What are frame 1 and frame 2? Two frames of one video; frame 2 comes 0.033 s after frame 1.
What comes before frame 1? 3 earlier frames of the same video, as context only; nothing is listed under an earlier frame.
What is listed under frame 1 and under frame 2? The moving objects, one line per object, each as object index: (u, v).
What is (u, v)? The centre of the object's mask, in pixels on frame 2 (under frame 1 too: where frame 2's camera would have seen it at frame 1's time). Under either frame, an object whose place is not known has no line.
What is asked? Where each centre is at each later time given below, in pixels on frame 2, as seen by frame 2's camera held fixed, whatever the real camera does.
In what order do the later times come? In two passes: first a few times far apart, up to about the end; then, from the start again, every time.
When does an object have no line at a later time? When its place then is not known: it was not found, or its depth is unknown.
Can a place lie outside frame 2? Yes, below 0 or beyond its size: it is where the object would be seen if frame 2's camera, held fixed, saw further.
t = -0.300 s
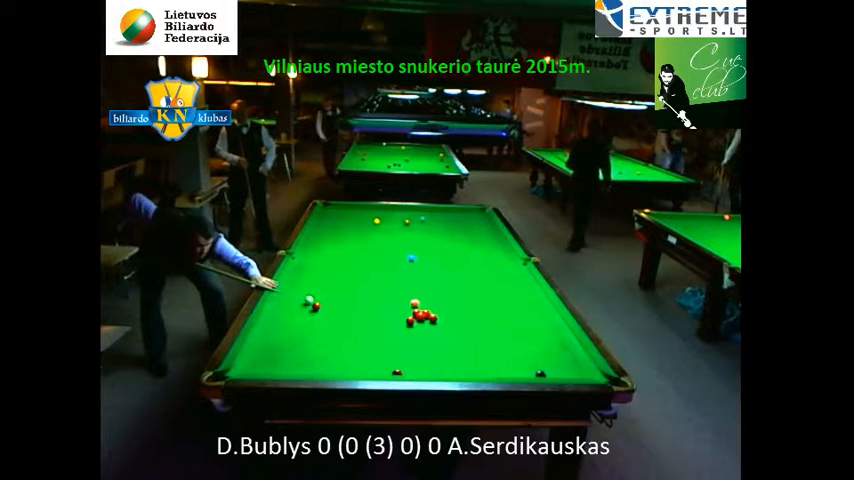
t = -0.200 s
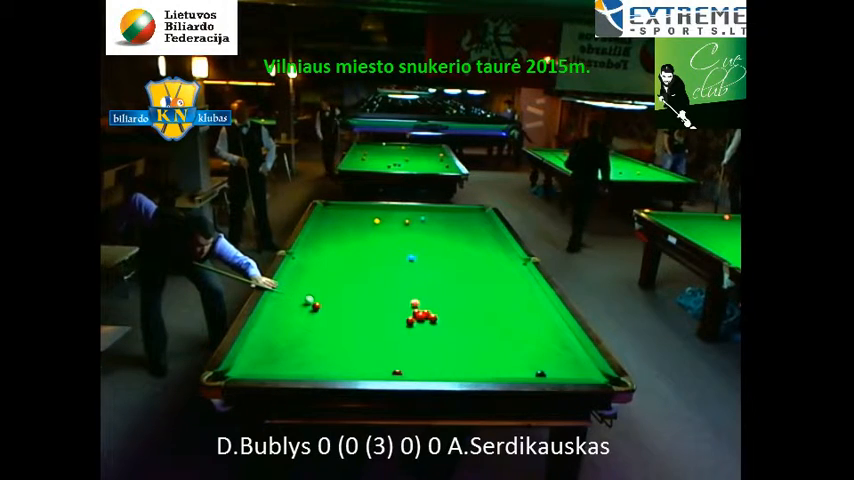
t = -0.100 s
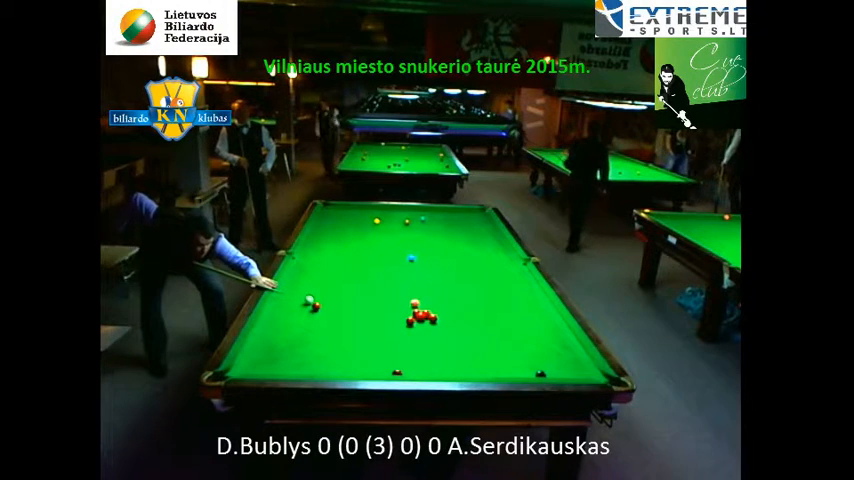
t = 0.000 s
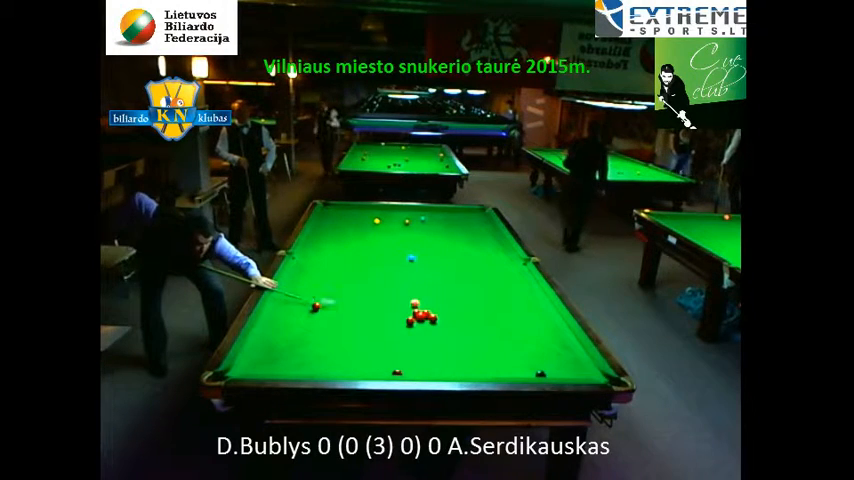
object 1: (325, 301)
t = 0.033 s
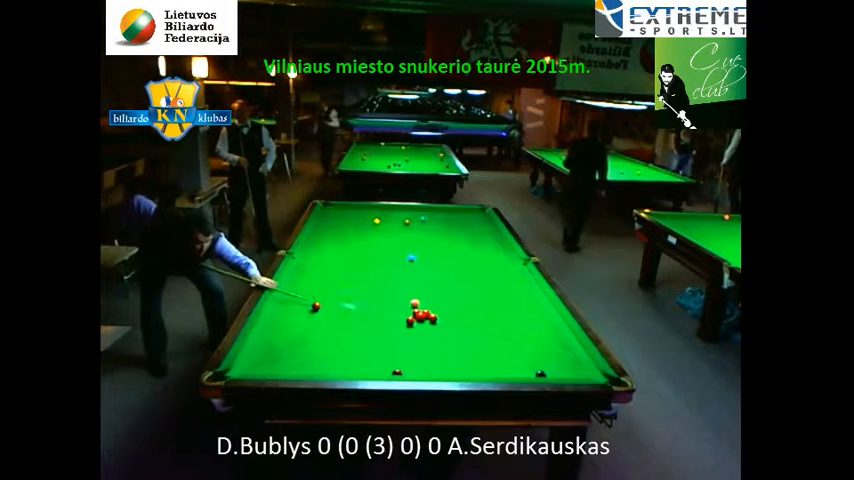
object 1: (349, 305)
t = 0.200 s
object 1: (408, 316)
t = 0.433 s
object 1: (403, 311)
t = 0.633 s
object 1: (397, 307)
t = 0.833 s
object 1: (392, 304)
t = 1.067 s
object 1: (387, 300)
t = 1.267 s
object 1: (383, 297)
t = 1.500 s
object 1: (379, 294)
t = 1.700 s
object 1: (376, 292)
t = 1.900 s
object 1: (374, 290)
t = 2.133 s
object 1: (371, 288)
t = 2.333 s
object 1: (369, 286)
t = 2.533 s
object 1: (368, 285)
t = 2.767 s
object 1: (367, 284)
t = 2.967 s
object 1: (366, 284)
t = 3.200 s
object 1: (365, 283)
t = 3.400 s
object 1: (365, 282)
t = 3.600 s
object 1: (364, 282)
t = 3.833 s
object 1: (364, 282)
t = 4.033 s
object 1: (364, 282)
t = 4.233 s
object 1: (364, 282)
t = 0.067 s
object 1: (373, 309)
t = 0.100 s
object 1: (395, 315)
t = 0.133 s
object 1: (405, 318)
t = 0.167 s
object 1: (407, 317)
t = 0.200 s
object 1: (408, 316)
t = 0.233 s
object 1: (408, 315)
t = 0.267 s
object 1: (407, 314)
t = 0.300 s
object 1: (407, 314)
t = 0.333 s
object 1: (406, 313)
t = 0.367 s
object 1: (405, 313)
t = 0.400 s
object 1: (404, 312)
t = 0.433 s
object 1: (403, 311)
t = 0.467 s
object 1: (402, 310)
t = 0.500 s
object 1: (401, 310)
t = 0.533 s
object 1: (400, 309)
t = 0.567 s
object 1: (399, 308)
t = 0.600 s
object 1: (398, 308)
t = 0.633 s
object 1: (397, 307)
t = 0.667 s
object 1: (396, 307)
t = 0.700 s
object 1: (395, 306)
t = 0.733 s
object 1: (395, 306)
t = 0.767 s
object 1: (394, 305)
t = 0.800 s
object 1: (393, 304)
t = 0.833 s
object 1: (392, 304)
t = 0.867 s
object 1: (391, 303)
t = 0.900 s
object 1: (390, 302)
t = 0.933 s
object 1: (390, 302)
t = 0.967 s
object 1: (389, 302)
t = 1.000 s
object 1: (388, 301)
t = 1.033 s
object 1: (388, 301)
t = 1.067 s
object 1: (387, 300)
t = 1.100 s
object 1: (386, 300)
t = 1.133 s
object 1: (385, 299)
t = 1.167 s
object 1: (385, 299)
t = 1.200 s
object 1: (384, 298)
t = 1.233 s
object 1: (383, 298)
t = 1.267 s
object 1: (383, 297)
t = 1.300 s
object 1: (382, 297)
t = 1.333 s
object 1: (382, 296)
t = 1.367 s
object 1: (381, 296)
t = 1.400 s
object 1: (381, 295)
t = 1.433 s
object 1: (380, 295)
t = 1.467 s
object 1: (380, 295)
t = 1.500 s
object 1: (379, 294)
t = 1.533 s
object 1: (379, 294)
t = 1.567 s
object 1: (378, 293)
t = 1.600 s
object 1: (378, 293)
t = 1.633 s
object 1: (378, 293)
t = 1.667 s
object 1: (377, 292)
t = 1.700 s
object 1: (376, 292)
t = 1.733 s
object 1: (376, 291)
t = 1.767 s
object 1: (376, 291)
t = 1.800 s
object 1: (375, 291)
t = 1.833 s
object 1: (375, 291)
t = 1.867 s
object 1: (374, 290)
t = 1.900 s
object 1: (374, 290)
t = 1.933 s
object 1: (374, 290)
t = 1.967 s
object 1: (373, 289)
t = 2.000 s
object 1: (373, 289)
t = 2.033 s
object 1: (372, 289)
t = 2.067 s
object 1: (372, 289)
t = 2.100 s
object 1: (372, 288)
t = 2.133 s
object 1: (371, 288)
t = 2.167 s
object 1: (371, 288)
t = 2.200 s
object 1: (371, 287)
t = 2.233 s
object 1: (371, 287)
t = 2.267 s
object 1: (370, 287)
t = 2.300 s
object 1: (370, 287)
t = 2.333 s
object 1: (369, 286)
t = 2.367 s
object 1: (369, 286)
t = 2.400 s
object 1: (369, 286)
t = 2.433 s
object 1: (369, 286)
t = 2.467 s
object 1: (369, 286)
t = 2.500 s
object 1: (368, 286)
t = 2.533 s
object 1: (368, 285)
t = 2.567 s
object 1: (368, 285)
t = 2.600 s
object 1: (368, 285)
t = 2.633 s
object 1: (368, 285)
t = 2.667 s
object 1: (368, 284)
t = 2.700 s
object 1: (367, 284)
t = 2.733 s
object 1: (367, 284)
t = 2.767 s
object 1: (367, 284)
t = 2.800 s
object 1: (366, 284)
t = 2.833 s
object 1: (366, 284)
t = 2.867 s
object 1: (366, 284)
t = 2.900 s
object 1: (366, 284)
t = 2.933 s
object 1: (366, 284)
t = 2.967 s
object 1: (366, 284)
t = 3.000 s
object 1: (365, 283)
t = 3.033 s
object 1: (365, 283)
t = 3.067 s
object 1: (365, 283)
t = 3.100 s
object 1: (365, 283)
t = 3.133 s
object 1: (365, 283)
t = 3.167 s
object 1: (365, 283)
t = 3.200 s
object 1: (365, 283)
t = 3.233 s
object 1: (365, 283)
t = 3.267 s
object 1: (365, 283)
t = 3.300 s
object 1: (365, 282)
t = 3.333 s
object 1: (365, 282)
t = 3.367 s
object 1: (365, 282)
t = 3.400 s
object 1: (365, 282)
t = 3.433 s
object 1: (365, 282)
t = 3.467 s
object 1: (364, 282)
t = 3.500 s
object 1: (364, 282)
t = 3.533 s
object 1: (364, 282)
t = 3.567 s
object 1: (364, 282)
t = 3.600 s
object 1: (364, 282)
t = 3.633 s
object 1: (364, 282)
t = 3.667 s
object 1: (364, 282)
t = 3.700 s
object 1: (364, 282)
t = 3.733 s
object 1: (364, 282)
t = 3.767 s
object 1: (364, 282)
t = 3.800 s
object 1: (364, 282)
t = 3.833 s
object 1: (364, 282)
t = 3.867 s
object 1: (364, 282)
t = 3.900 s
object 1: (364, 282)
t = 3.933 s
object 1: (364, 282)
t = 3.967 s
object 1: (364, 282)
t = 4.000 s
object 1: (364, 282)
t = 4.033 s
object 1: (364, 282)
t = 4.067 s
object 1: (364, 282)
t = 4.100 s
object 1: (364, 282)
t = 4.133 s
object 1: (364, 282)
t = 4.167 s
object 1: (364, 282)
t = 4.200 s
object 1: (364, 282)
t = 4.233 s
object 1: (364, 282)
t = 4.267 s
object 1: (364, 282)
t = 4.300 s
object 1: (364, 282)
